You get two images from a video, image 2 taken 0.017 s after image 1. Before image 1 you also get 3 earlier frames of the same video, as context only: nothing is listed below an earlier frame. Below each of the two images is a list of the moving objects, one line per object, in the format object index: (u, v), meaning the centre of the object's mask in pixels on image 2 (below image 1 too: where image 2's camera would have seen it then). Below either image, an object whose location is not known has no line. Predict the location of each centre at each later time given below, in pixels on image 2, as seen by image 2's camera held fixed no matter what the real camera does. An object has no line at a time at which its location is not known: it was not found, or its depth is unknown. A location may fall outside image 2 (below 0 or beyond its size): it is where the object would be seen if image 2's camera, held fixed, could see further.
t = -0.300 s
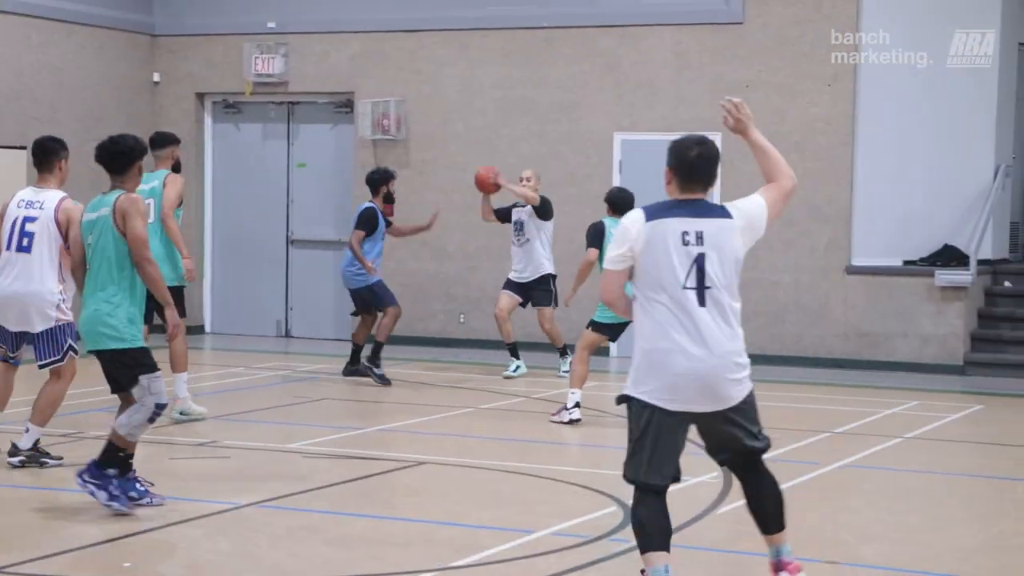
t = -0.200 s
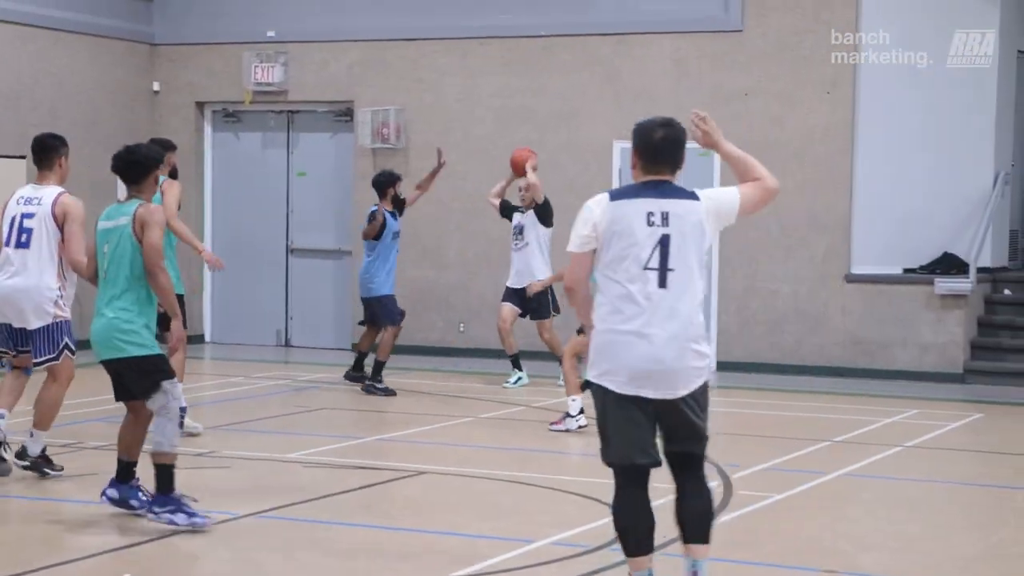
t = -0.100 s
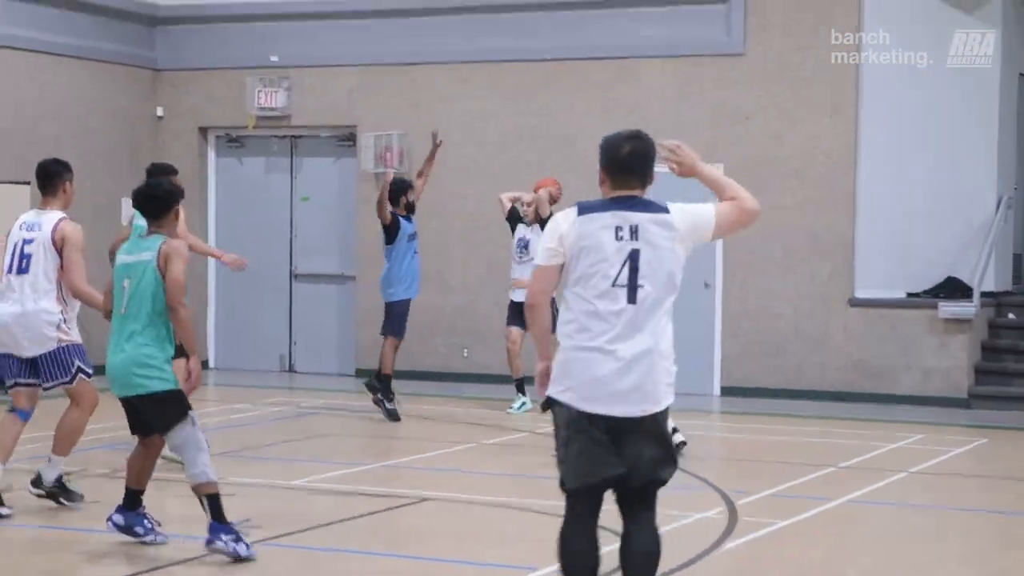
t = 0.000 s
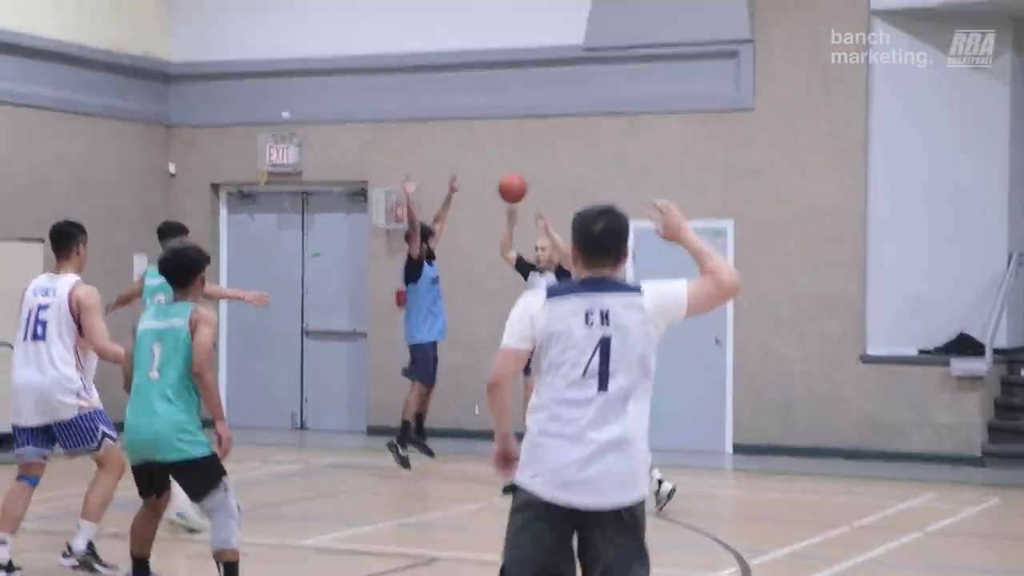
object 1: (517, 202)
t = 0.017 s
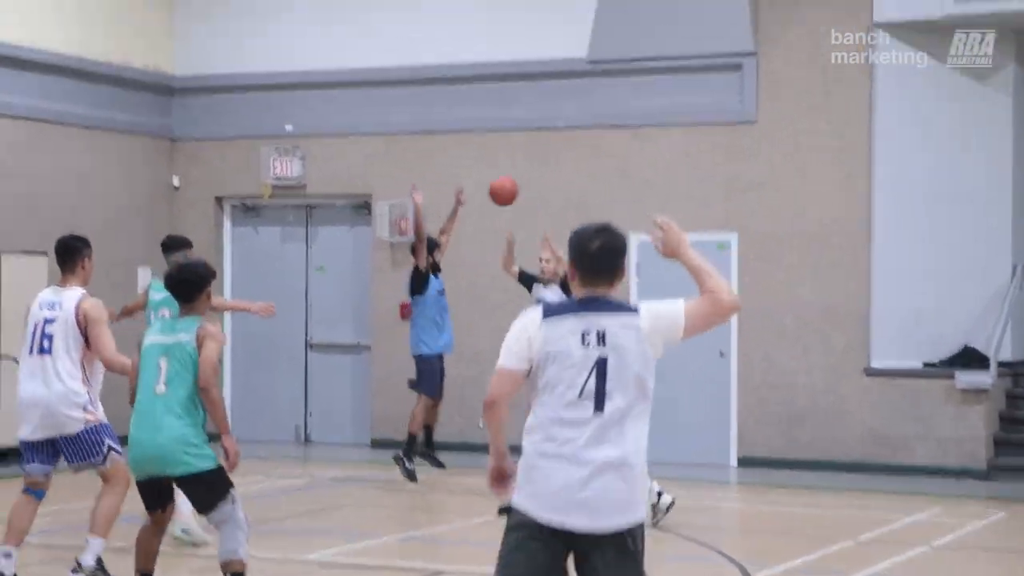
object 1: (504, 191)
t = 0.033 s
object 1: (490, 181)
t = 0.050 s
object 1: (477, 171)
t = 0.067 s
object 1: (463, 162)
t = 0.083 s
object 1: (449, 153)
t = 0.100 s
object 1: (435, 145)
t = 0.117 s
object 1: (421, 136)
